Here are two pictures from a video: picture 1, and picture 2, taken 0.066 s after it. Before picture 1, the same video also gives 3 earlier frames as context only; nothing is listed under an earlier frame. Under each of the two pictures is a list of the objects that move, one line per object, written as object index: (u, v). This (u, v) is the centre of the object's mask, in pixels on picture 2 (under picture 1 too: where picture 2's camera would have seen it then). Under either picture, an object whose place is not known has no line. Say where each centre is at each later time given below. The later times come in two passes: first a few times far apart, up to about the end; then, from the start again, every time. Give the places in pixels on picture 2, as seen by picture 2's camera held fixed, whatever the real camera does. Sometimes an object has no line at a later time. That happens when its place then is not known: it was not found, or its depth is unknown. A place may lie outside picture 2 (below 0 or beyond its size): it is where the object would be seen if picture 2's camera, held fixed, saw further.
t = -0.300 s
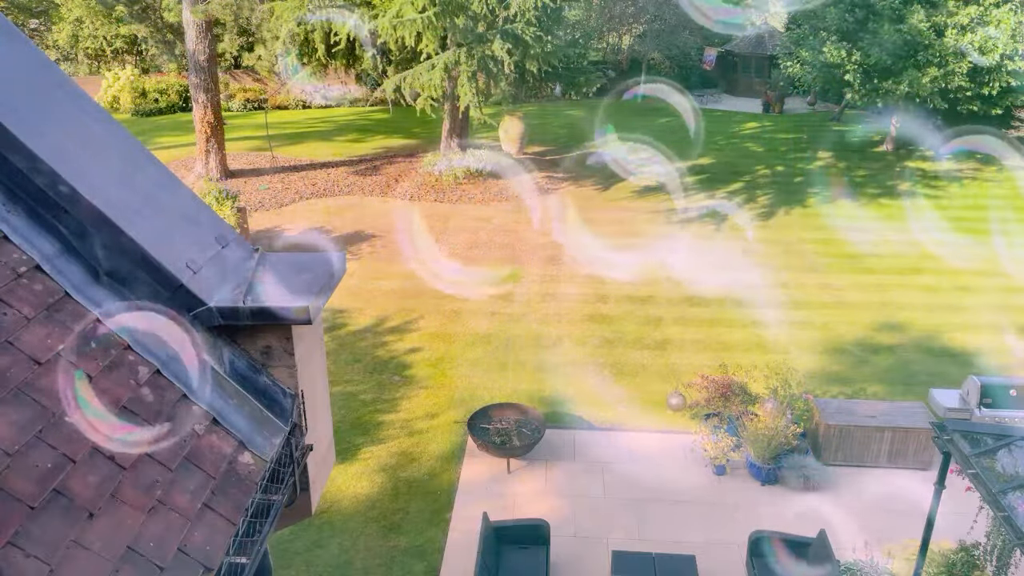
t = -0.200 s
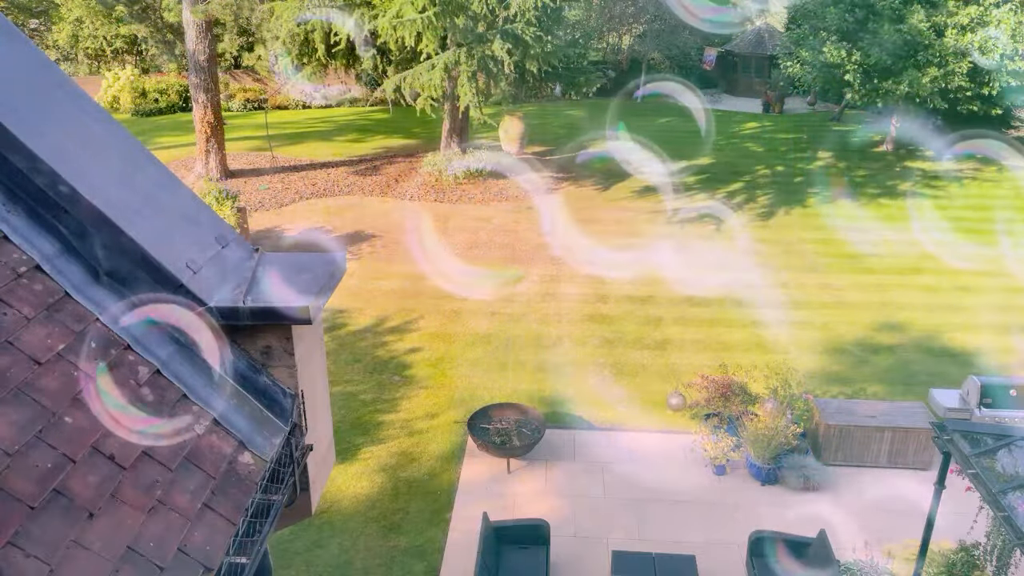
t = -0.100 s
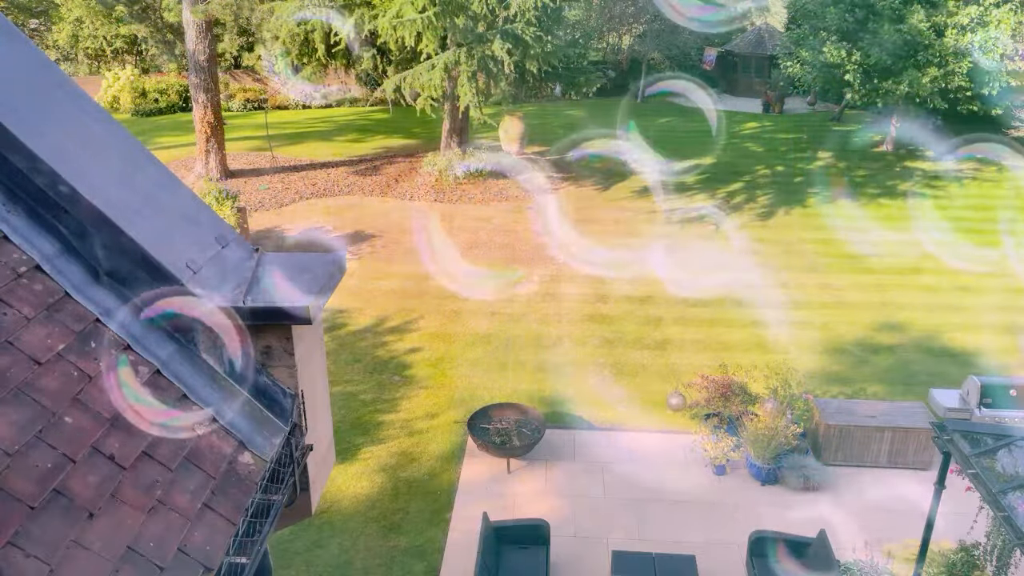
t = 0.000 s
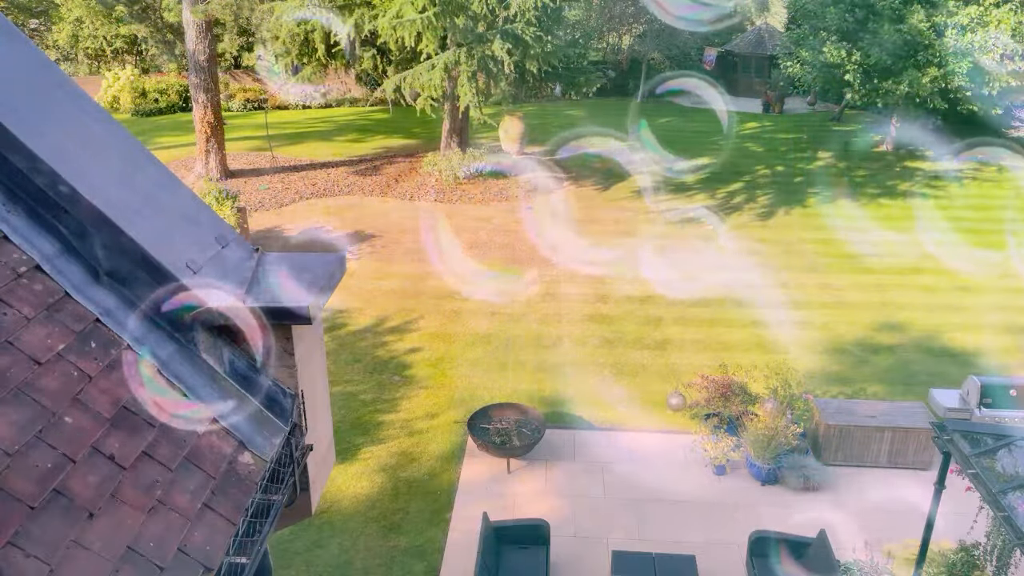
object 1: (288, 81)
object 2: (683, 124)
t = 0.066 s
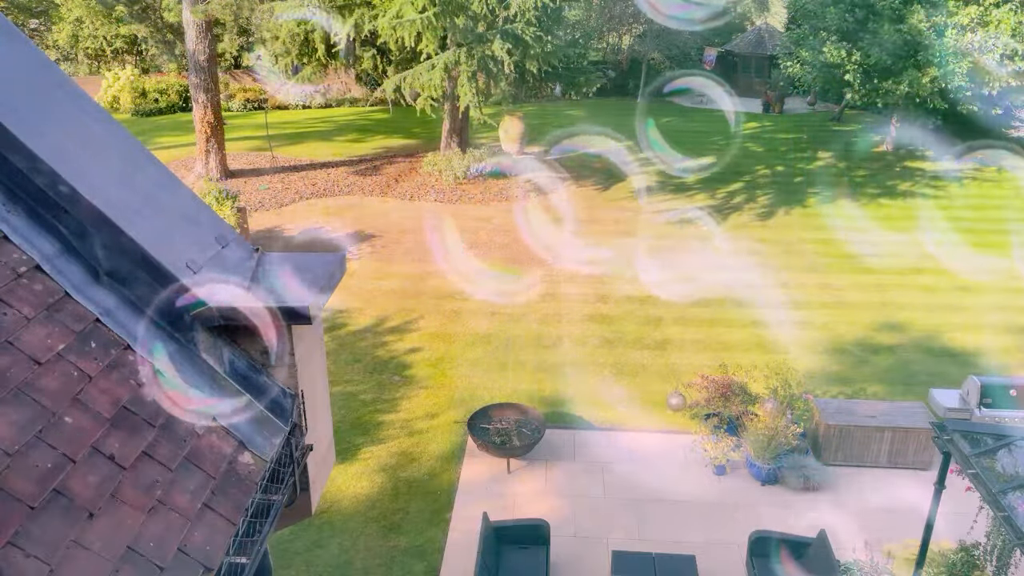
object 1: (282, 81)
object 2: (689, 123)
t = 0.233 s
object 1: (272, 80)
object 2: (706, 121)
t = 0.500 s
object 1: (254, 81)
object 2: (732, 117)
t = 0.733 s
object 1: (238, 84)
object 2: (752, 115)
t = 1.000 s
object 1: (217, 81)
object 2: (775, 112)
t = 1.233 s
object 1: (201, 80)
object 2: (794, 112)
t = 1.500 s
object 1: (186, 83)
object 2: (817, 111)
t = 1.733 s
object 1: (172, 83)
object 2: (839, 111)
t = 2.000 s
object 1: (157, 87)
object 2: (861, 109)
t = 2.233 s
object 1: (142, 92)
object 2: (879, 108)
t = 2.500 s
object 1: (135, 99)
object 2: (900, 107)
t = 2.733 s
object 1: (118, 99)
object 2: (919, 108)
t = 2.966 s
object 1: (104, 102)
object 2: (939, 108)
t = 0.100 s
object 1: (279, 80)
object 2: (692, 123)
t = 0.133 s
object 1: (278, 81)
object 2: (695, 123)
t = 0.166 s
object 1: (273, 80)
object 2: (699, 122)
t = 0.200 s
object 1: (271, 80)
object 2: (703, 122)
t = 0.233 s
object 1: (272, 80)
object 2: (706, 121)
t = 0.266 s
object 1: (269, 80)
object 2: (710, 121)
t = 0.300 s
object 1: (266, 80)
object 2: (713, 120)
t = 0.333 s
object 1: (263, 81)
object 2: (716, 120)
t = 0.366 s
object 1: (261, 82)
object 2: (719, 119)
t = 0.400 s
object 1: (260, 83)
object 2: (722, 119)
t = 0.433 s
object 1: (257, 81)
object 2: (726, 118)
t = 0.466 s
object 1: (256, 82)
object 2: (729, 118)
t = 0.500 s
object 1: (254, 81)
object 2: (732, 117)
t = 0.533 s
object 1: (252, 81)
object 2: (735, 117)
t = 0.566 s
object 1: (250, 82)
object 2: (737, 117)
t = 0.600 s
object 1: (246, 82)
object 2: (740, 116)
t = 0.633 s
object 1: (247, 81)
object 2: (744, 116)
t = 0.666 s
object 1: (245, 82)
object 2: (747, 116)
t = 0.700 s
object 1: (244, 81)
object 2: (749, 115)
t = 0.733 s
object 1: (238, 84)
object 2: (752, 115)
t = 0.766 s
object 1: (236, 83)
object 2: (754, 115)
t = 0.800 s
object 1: (233, 82)
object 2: (756, 115)
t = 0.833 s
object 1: (232, 83)
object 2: (759, 115)
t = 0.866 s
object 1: (230, 83)
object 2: (762, 115)
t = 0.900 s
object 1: (229, 85)
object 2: (765, 114)
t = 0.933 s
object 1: (226, 85)
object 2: (769, 114)
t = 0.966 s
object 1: (224, 84)
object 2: (772, 113)
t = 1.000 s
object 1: (217, 81)
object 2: (775, 112)
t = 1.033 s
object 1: (214, 82)
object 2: (777, 112)
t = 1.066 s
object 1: (210, 85)
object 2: (780, 113)
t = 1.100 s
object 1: (206, 81)
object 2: (783, 113)
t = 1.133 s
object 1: (205, 81)
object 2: (786, 113)
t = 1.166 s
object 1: (204, 81)
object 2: (789, 113)
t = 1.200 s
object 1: (203, 81)
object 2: (791, 112)
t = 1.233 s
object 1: (201, 80)
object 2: (794, 112)
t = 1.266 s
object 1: (198, 81)
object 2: (797, 112)
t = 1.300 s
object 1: (196, 81)
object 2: (801, 112)
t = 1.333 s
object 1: (193, 81)
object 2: (803, 112)
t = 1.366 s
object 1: (191, 80)
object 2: (806, 113)
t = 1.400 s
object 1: (190, 80)
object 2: (808, 112)
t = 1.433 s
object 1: (188, 80)
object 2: (812, 112)
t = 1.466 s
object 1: (186, 81)
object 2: (815, 111)
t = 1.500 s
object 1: (186, 83)
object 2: (817, 111)
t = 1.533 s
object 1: (185, 84)
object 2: (820, 111)
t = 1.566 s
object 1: (184, 83)
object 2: (823, 111)
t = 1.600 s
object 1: (181, 83)
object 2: (827, 111)
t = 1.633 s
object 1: (187, 74)
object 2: (829, 112)
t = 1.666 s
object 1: (186, 64)
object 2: (833, 111)
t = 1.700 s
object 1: (174, 83)
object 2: (836, 111)
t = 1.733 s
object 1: (172, 83)
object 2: (839, 111)
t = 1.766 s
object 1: (178, 63)
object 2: (842, 111)
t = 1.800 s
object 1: (167, 81)
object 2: (845, 111)
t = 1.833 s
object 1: (163, 85)
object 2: (847, 111)
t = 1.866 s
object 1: (161, 85)
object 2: (849, 110)
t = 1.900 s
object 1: (159, 85)
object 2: (852, 109)
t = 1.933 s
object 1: (171, 62)
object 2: (855, 109)
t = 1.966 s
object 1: (172, 59)
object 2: (858, 110)
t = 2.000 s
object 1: (157, 87)
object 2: (861, 109)
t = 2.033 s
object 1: (153, 89)
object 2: (863, 109)
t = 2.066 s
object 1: (150, 90)
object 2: (866, 108)
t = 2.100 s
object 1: (149, 90)
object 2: (868, 108)
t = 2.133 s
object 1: (147, 91)
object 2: (871, 108)
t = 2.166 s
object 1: (147, 92)
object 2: (874, 107)
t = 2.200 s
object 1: (144, 92)
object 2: (876, 107)
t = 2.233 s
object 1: (142, 92)
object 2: (879, 108)
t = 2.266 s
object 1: (140, 92)
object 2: (881, 108)
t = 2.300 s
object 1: (139, 92)
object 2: (883, 108)
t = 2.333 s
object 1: (138, 92)
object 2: (886, 107)
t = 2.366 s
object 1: (138, 94)
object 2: (889, 107)
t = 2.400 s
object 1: (139, 96)
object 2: (892, 107)
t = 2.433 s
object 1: (139, 98)
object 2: (895, 107)
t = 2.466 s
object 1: (136, 98)
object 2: (898, 106)
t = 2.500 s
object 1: (135, 99)
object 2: (900, 107)
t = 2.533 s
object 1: (133, 100)
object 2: (903, 107)
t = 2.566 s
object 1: (131, 101)
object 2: (905, 107)
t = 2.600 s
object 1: (130, 102)
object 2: (908, 107)
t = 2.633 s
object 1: (128, 102)
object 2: (911, 107)
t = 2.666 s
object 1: (127, 102)
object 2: (914, 108)
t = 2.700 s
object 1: (124, 101)
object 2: (917, 108)
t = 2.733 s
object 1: (118, 99)
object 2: (919, 108)
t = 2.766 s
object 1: (116, 100)
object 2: (922, 108)
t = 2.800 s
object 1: (112, 99)
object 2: (926, 108)
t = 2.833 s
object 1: (110, 99)
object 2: (929, 108)
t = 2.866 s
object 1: (108, 100)
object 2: (932, 108)
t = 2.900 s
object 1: (107, 101)
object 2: (934, 108)
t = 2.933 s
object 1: (105, 101)
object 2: (937, 108)
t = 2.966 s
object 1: (104, 102)
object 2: (939, 108)
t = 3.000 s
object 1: (101, 102)
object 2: (942, 109)
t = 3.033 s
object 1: (99, 102)
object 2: (945, 109)
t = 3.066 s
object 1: (88, 101)
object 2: (949, 109)
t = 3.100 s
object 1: (85, 101)
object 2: (951, 110)
